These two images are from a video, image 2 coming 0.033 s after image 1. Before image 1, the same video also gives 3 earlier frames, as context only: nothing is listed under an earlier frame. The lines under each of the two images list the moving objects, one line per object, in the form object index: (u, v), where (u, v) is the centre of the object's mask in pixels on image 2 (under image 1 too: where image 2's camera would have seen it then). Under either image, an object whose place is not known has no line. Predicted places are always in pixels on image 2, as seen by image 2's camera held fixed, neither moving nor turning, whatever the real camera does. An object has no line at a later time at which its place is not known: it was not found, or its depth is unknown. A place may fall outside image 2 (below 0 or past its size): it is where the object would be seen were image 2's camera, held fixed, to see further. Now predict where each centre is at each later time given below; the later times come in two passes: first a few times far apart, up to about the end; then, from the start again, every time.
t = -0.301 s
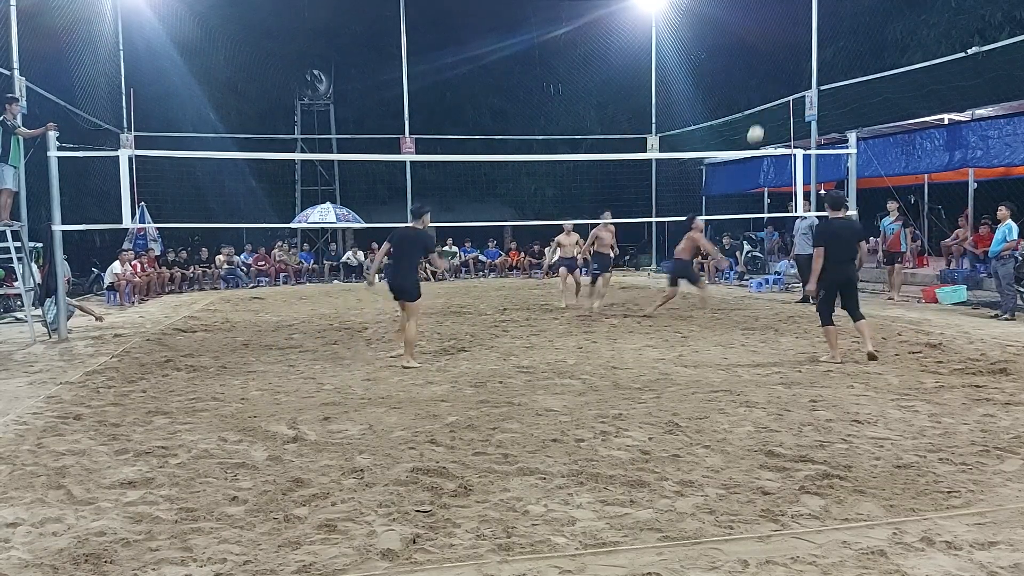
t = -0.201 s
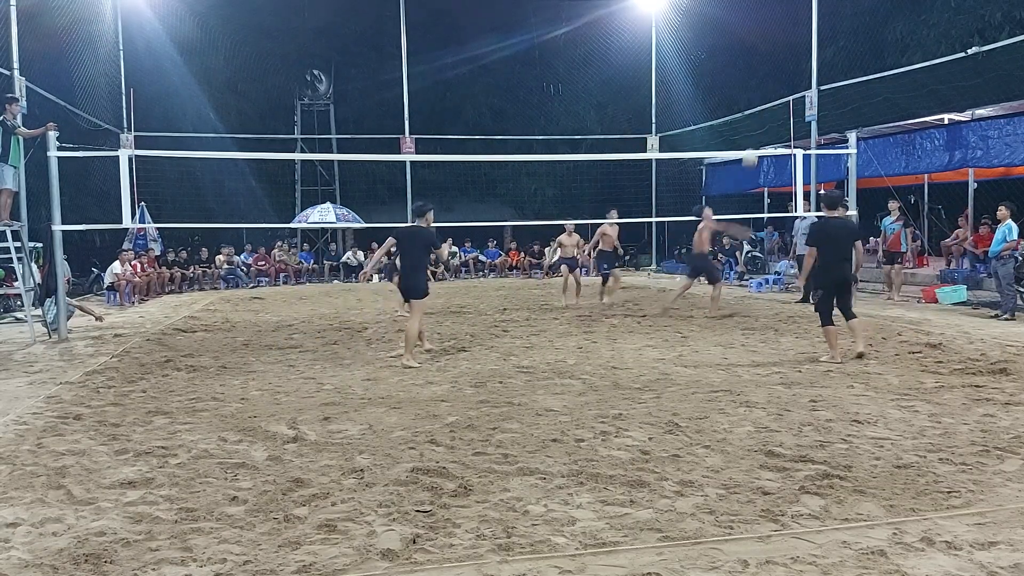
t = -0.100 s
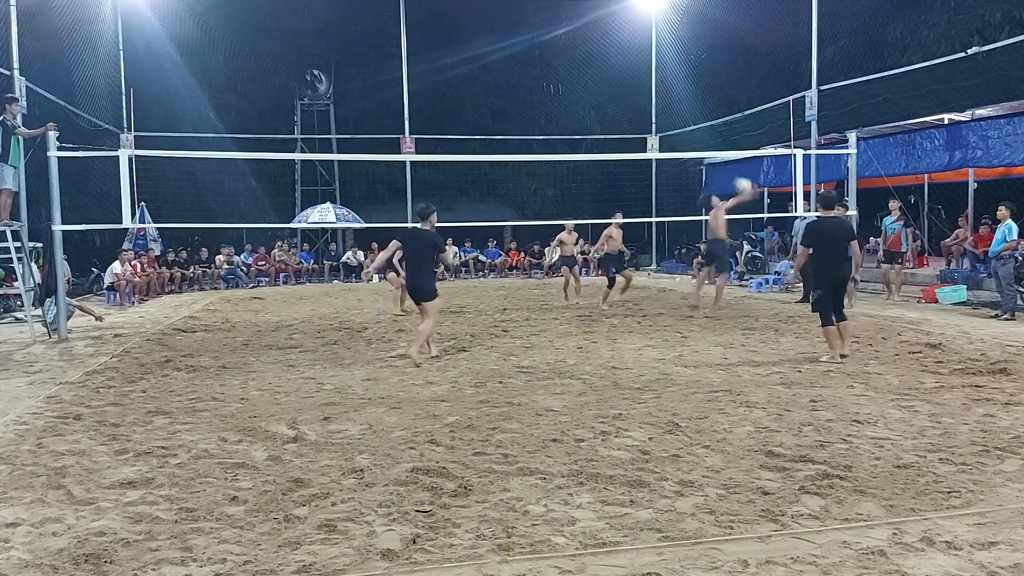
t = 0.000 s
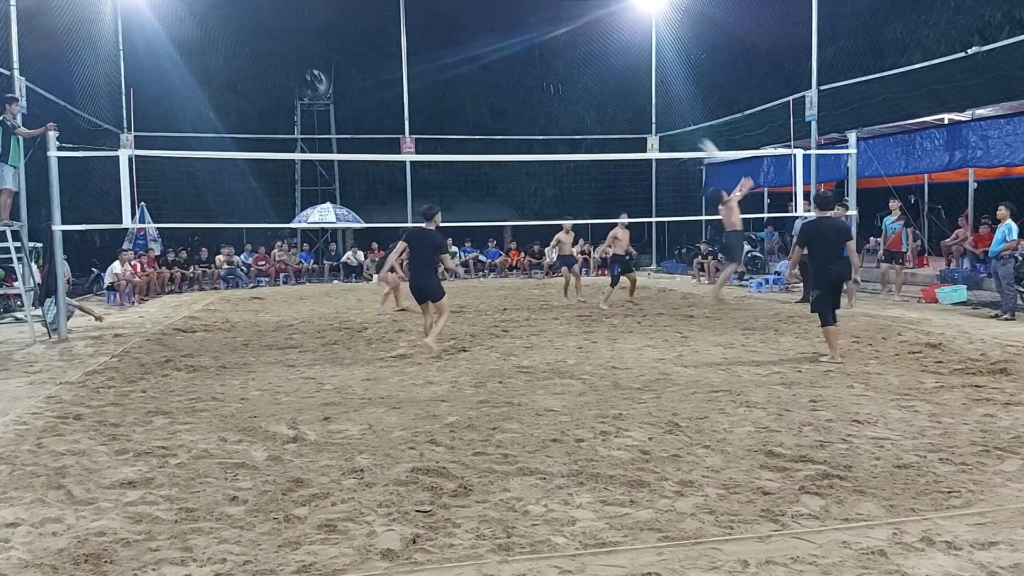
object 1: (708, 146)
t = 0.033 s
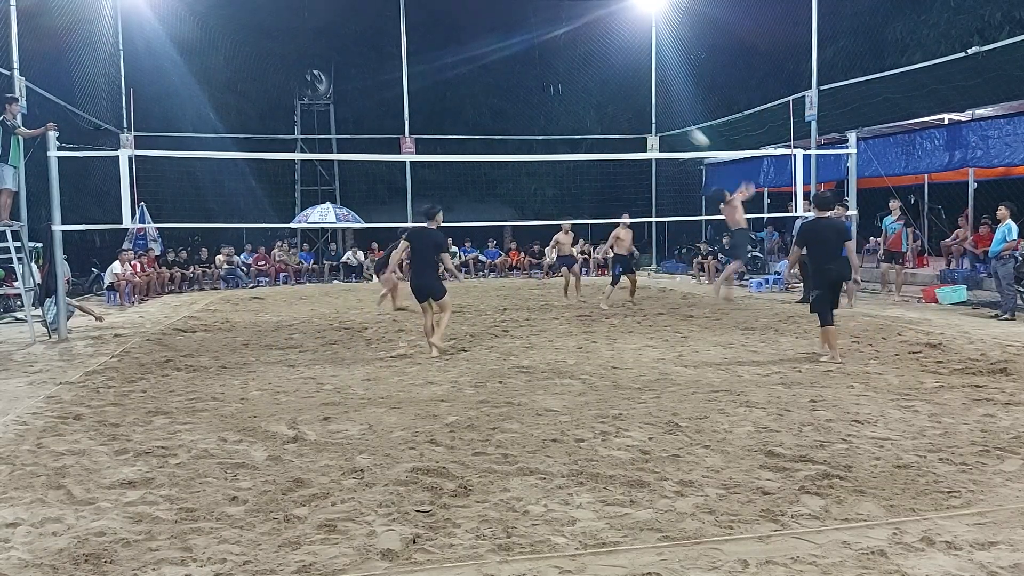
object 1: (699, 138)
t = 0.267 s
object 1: (628, 87)
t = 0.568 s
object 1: (555, 76)
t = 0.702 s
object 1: (527, 87)
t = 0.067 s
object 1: (688, 128)
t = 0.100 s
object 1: (677, 119)
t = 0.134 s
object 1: (667, 111)
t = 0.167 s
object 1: (657, 103)
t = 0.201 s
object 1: (646, 96)
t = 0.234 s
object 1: (638, 91)
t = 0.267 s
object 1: (628, 87)
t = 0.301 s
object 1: (620, 82)
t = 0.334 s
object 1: (611, 79)
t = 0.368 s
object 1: (602, 77)
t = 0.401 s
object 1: (594, 75)
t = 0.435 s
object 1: (586, 73)
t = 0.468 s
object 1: (578, 73)
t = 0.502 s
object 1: (570, 73)
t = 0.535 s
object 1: (563, 74)
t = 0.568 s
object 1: (555, 76)
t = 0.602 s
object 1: (548, 78)
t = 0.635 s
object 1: (541, 80)
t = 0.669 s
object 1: (534, 84)
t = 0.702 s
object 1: (527, 87)
